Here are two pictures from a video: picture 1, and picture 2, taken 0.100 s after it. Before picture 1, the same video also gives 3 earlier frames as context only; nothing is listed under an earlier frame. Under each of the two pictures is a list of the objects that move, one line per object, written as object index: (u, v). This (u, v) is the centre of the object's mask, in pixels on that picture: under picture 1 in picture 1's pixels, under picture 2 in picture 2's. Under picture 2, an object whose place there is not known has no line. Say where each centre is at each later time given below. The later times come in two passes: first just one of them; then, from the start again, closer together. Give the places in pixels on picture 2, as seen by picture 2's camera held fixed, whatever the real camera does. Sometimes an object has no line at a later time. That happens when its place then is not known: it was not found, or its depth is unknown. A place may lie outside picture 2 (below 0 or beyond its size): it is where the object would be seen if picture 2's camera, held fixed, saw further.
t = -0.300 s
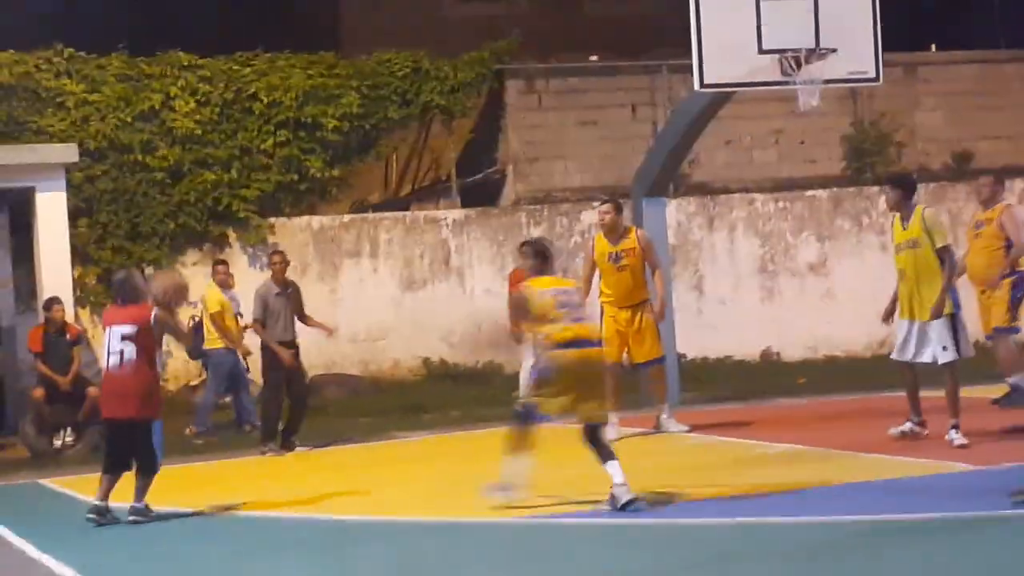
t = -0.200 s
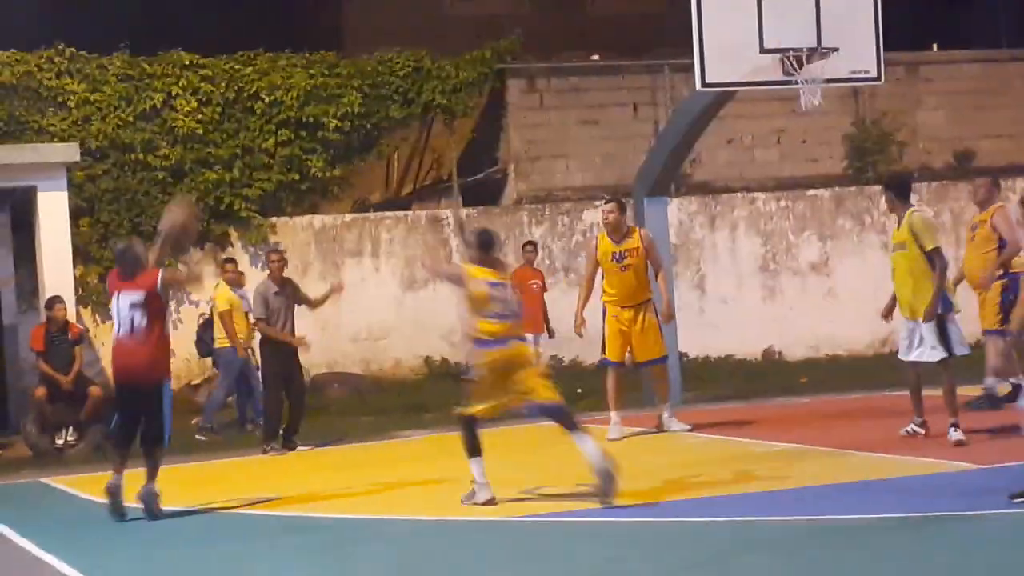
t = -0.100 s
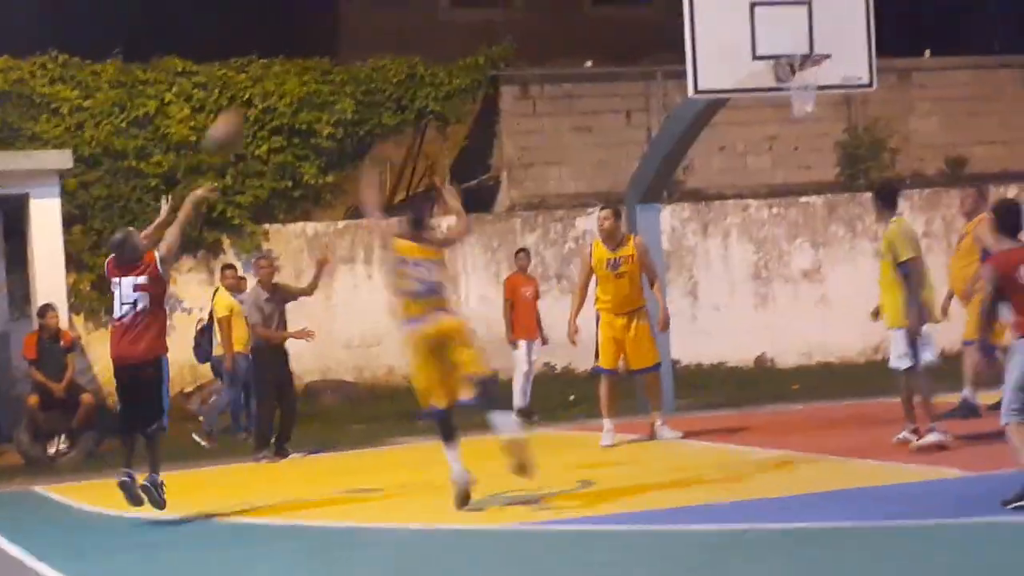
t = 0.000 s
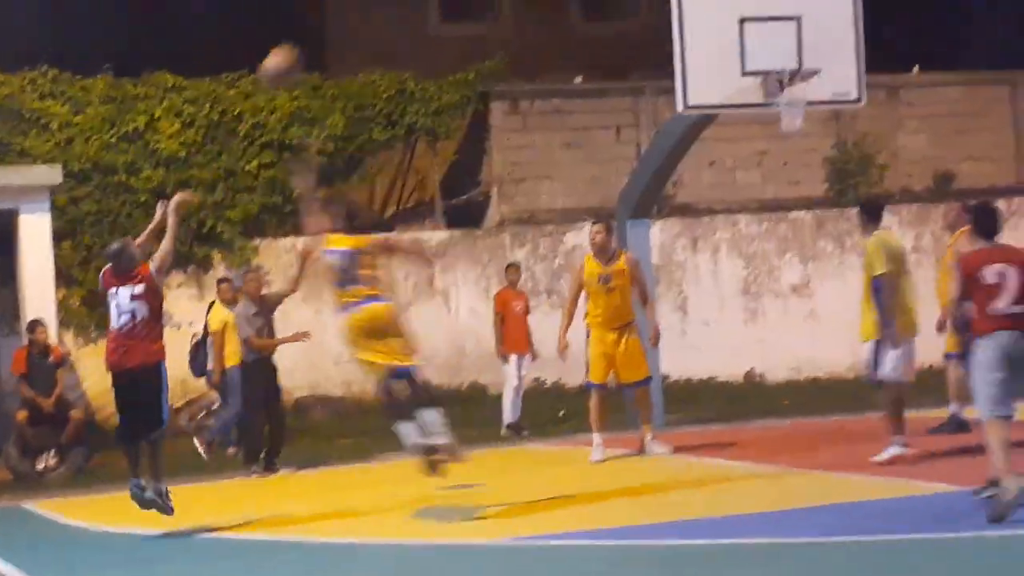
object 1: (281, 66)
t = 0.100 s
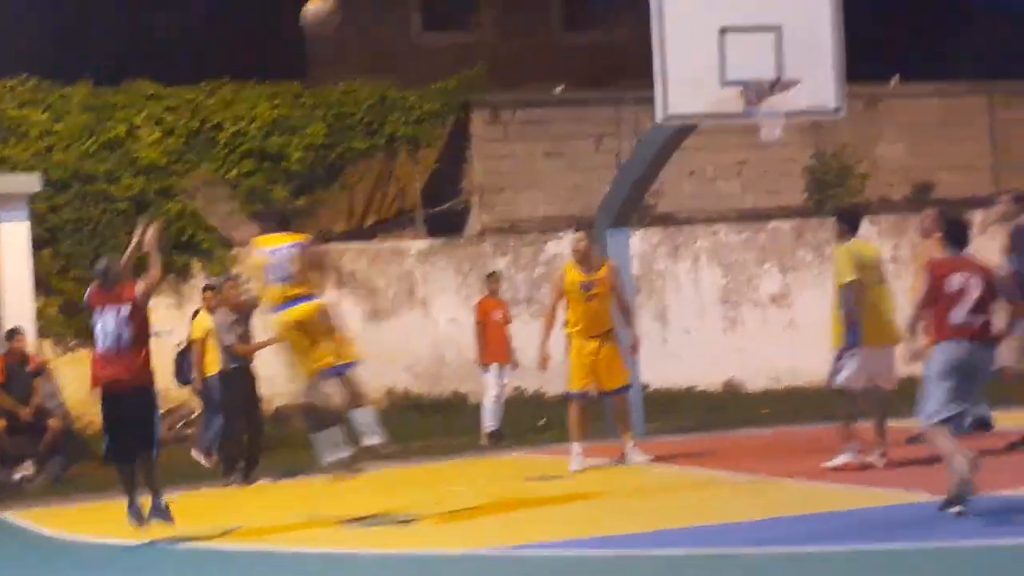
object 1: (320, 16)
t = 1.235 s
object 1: (840, 50)
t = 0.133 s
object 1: (339, 5)
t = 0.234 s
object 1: (394, -35)
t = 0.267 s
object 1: (409, -51)
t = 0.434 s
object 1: (495, -76)
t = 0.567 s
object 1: (559, -67)
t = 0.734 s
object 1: (636, -28)
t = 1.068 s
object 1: (773, 65)
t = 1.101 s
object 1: (789, 56)
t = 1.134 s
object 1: (803, 53)
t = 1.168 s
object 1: (806, 50)
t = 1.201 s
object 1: (824, 52)
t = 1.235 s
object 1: (840, 50)
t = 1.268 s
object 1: (857, 54)
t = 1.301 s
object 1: (867, 56)
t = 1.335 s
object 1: (879, 61)
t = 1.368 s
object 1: (893, 71)
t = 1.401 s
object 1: (911, 76)
